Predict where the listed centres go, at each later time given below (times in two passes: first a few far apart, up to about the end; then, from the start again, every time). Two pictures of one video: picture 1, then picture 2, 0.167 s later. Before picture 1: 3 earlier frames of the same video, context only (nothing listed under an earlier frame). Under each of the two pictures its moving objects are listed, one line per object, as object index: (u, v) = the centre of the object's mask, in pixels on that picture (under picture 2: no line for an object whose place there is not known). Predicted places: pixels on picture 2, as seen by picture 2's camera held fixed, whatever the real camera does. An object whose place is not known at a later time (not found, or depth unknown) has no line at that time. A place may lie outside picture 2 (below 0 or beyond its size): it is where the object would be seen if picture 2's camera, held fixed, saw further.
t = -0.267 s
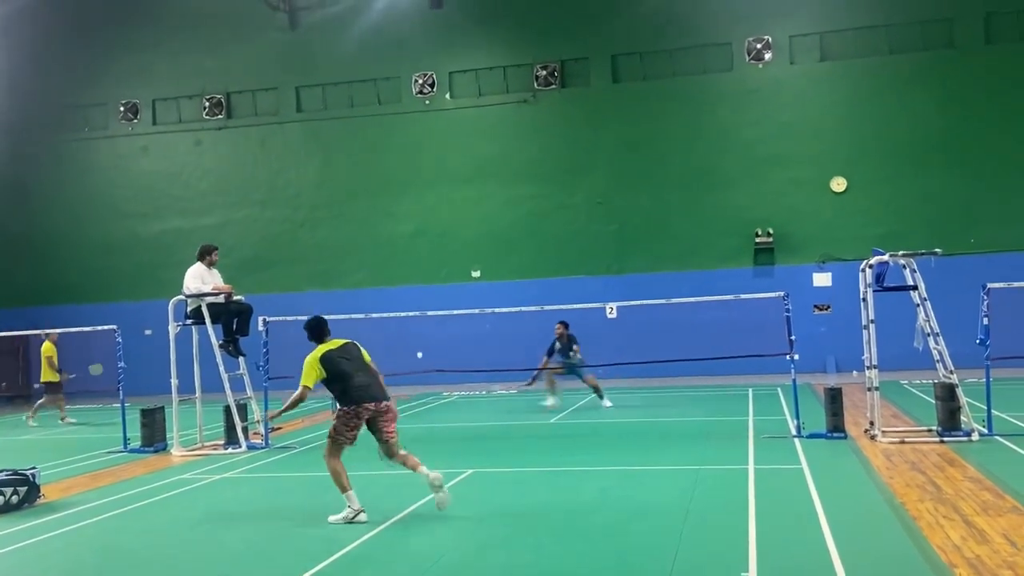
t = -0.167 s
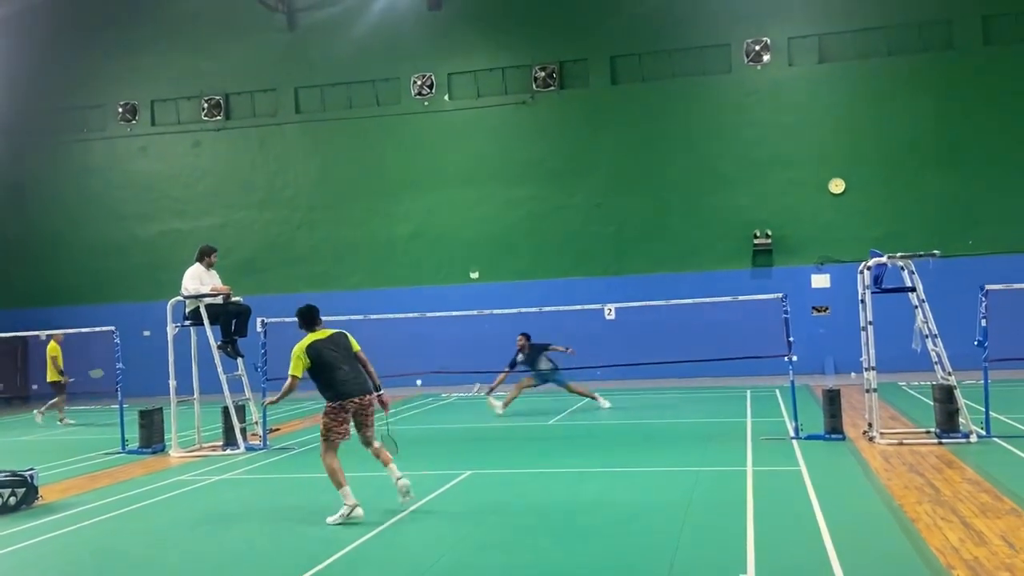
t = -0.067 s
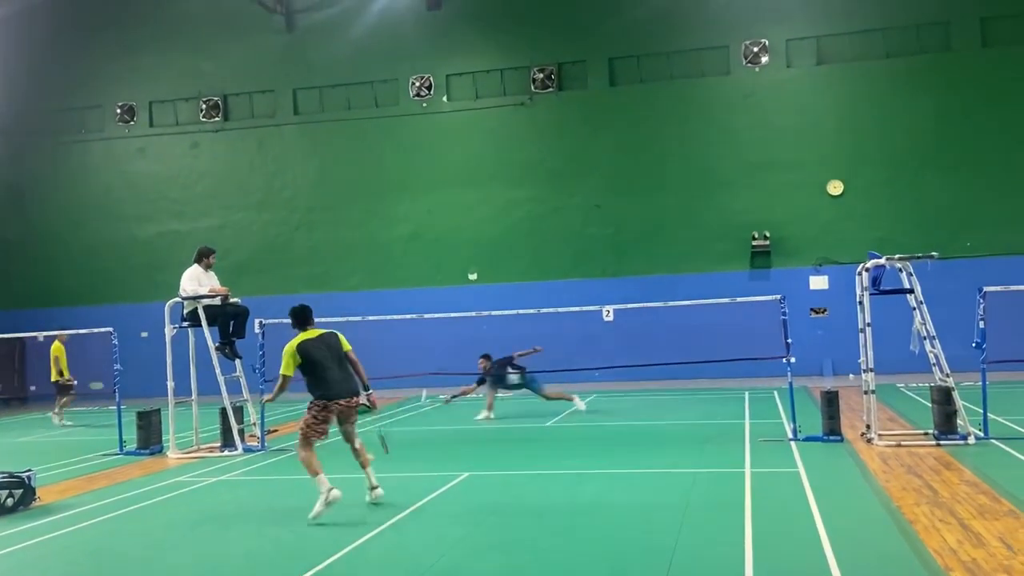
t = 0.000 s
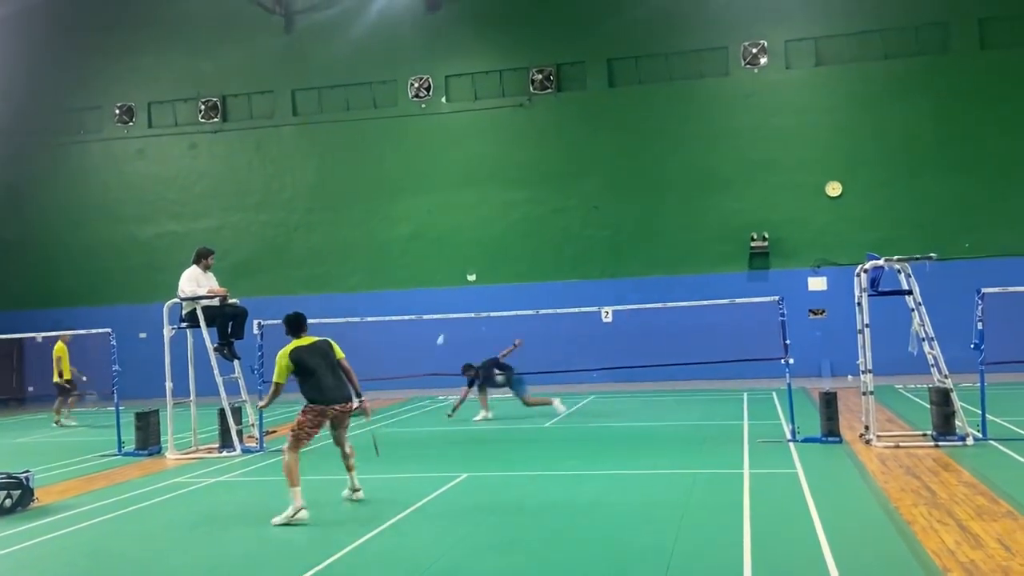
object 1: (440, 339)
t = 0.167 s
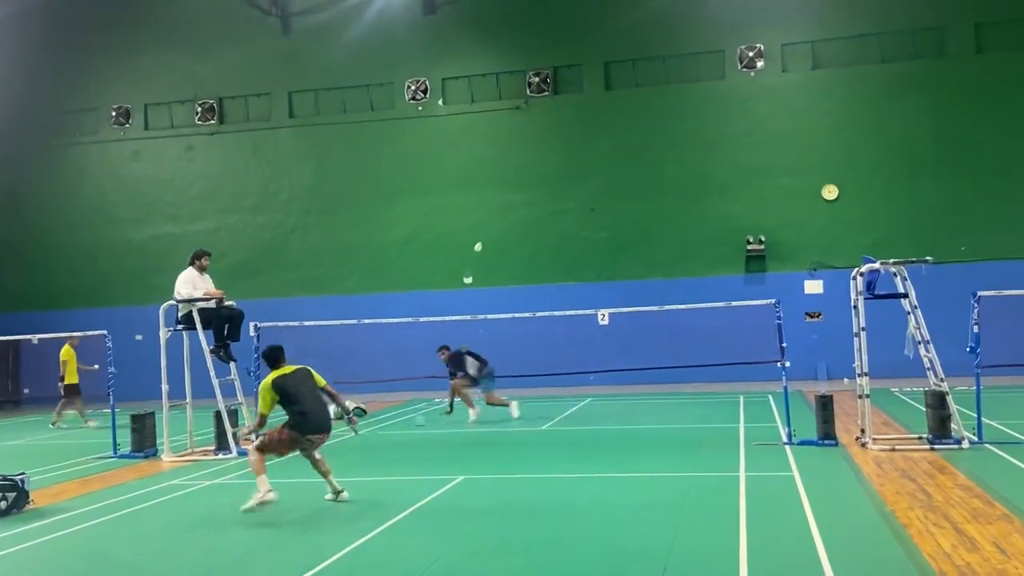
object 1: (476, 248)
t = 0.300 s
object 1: (507, 197)
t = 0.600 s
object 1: (571, 155)
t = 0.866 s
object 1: (628, 213)
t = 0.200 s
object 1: (485, 233)
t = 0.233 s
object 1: (493, 220)
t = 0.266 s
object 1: (499, 208)
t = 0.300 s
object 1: (507, 197)
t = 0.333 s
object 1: (514, 187)
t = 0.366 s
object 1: (521, 179)
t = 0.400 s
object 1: (528, 172)
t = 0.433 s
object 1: (535, 166)
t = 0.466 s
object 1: (542, 161)
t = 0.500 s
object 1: (550, 158)
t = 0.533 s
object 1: (557, 156)
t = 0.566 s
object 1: (564, 155)
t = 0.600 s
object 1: (571, 155)
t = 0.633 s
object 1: (578, 157)
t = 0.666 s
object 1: (585, 160)
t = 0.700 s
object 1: (593, 165)
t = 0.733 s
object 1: (600, 171)
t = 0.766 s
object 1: (607, 179)
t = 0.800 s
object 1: (614, 189)
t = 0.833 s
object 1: (621, 200)
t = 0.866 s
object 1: (628, 213)
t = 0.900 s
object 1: (635, 228)
